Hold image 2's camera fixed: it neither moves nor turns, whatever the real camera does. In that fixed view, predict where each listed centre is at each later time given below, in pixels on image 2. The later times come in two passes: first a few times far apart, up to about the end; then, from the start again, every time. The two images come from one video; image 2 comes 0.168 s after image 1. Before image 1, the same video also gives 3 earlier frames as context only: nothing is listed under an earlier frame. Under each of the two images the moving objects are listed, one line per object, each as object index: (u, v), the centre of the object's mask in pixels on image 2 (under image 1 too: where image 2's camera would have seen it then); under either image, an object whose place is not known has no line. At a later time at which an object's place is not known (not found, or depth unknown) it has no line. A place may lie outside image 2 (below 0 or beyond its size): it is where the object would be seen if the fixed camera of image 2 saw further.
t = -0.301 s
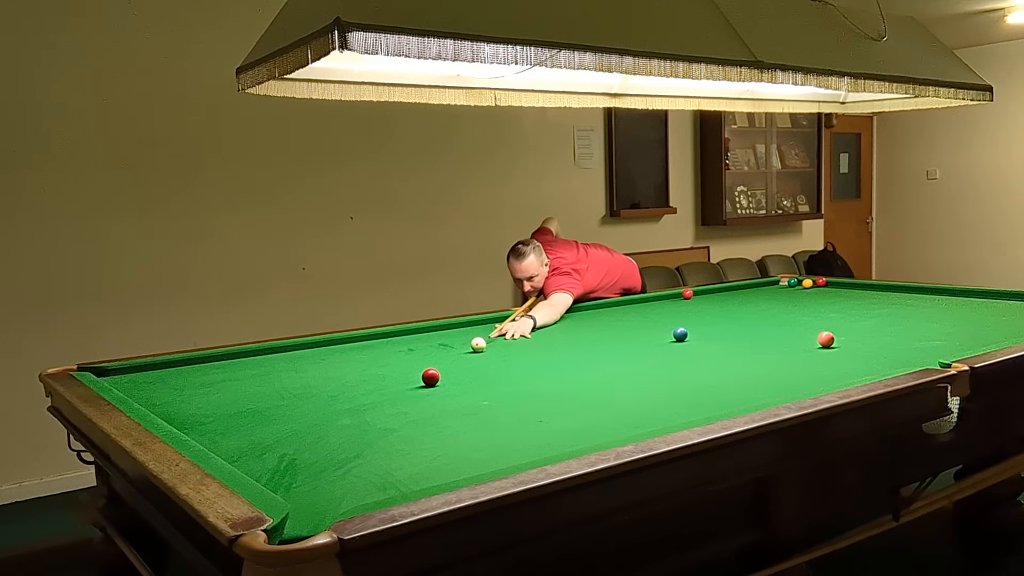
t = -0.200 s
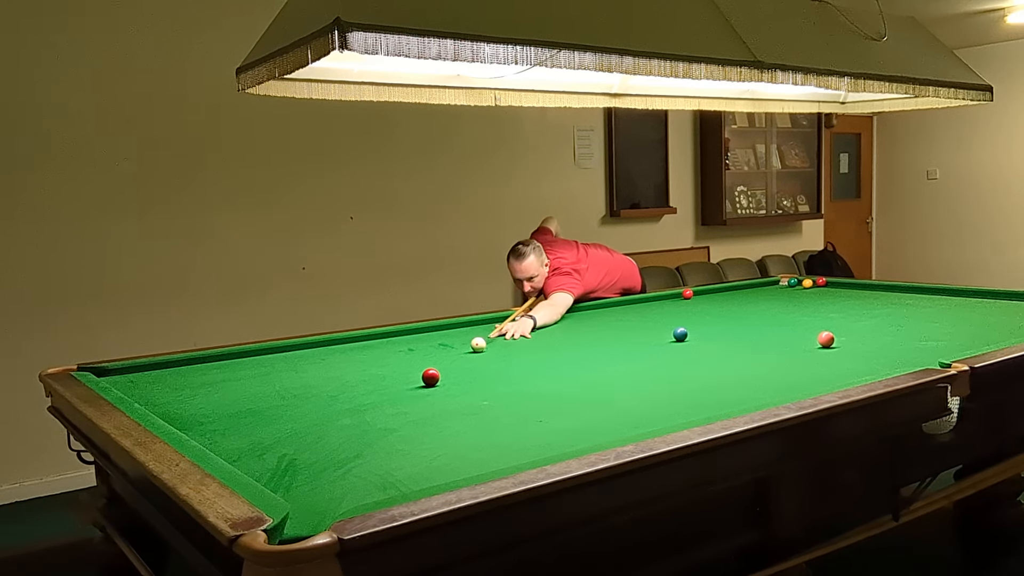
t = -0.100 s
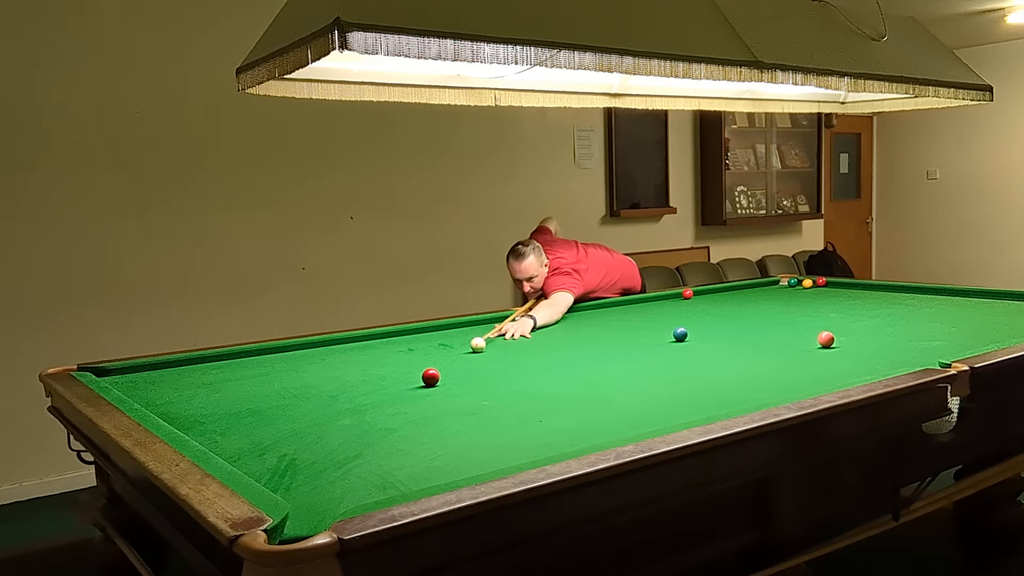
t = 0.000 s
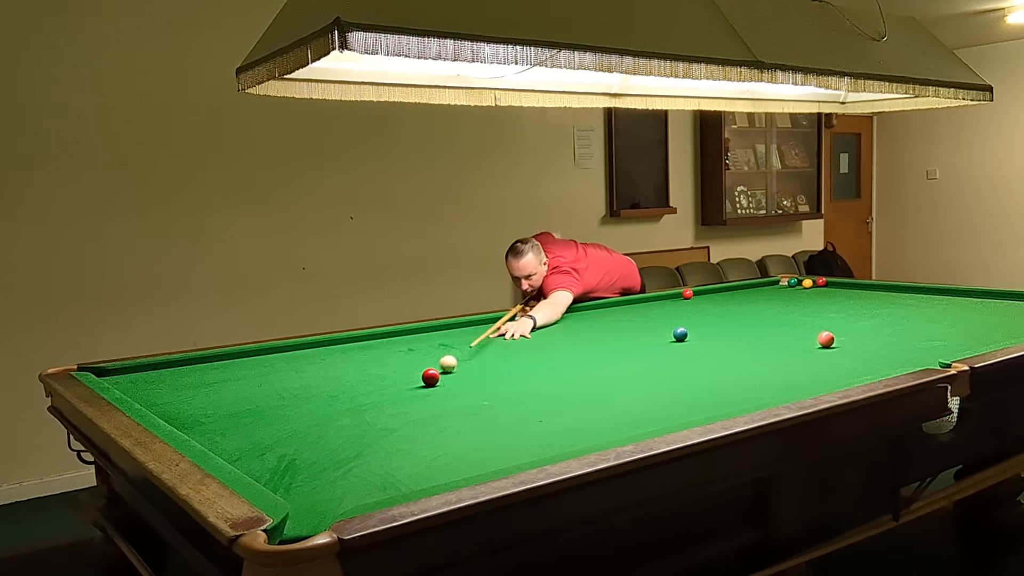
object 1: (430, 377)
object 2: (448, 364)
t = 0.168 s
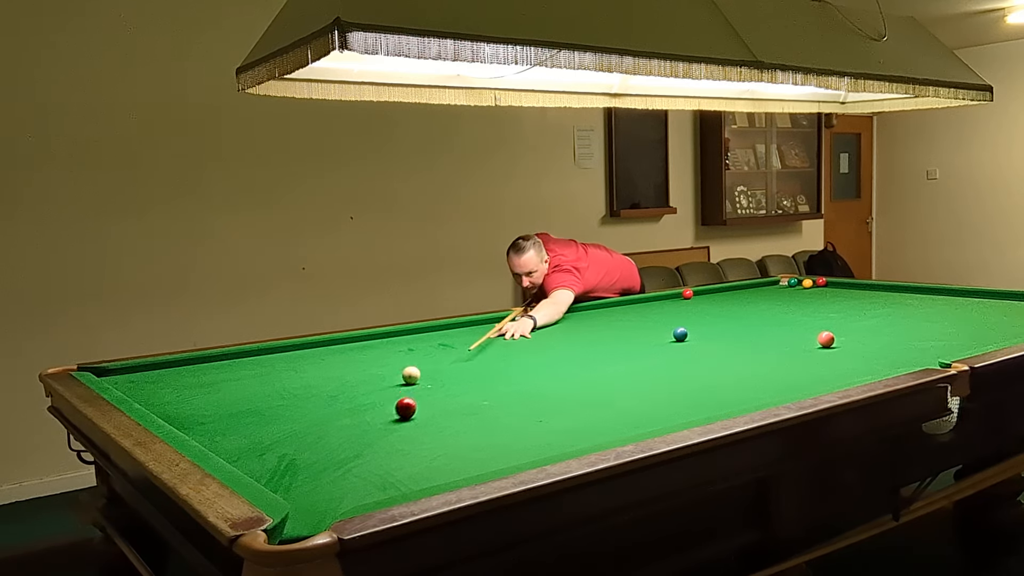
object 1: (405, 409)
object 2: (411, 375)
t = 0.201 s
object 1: (398, 418)
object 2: (405, 376)
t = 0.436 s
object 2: (355, 387)
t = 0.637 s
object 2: (308, 399)
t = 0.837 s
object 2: (256, 412)
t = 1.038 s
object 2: (201, 426)
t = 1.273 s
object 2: (225, 425)
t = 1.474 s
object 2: (263, 420)
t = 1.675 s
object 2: (300, 415)
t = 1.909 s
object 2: (338, 410)
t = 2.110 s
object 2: (367, 406)
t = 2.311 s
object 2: (394, 402)
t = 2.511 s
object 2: (419, 399)
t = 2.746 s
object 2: (445, 395)
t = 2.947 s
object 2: (465, 392)
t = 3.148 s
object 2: (483, 389)
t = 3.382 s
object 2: (502, 386)
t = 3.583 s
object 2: (516, 385)
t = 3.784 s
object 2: (529, 383)
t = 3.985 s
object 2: (540, 381)
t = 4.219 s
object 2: (552, 379)
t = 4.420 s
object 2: (560, 378)
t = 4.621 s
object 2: (567, 377)
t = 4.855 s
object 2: (573, 376)
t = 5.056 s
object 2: (577, 376)
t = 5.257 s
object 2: (580, 375)
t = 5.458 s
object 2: (582, 375)
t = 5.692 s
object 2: (583, 375)
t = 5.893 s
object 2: (583, 375)
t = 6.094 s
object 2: (583, 375)
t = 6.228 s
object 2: (583, 375)
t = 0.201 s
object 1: (398, 418)
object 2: (405, 376)
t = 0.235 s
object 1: (390, 428)
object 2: (398, 377)
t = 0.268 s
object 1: (382, 438)
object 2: (392, 379)
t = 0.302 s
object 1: (372, 450)
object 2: (385, 380)
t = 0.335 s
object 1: (363, 462)
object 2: (377, 382)
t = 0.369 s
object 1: (353, 475)
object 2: (370, 384)
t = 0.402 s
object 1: (342, 489)
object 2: (362, 385)
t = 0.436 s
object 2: (355, 387)
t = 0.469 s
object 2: (347, 389)
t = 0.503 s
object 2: (339, 391)
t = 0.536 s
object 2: (332, 393)
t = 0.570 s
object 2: (324, 395)
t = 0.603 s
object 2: (316, 397)
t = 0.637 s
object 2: (308, 399)
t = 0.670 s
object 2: (299, 401)
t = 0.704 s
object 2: (291, 403)
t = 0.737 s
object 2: (282, 405)
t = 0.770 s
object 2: (274, 408)
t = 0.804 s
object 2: (265, 410)
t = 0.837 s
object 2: (256, 412)
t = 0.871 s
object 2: (248, 414)
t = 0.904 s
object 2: (238, 416)
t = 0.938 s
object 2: (229, 419)
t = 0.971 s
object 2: (220, 421)
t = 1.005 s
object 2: (211, 423)
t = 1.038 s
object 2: (201, 426)
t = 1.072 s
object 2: (192, 428)
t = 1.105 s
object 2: (189, 428)
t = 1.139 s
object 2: (197, 428)
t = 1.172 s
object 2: (204, 427)
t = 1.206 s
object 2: (211, 427)
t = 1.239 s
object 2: (218, 426)
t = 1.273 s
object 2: (225, 425)
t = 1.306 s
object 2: (231, 424)
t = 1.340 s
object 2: (238, 423)
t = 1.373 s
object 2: (244, 422)
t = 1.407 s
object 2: (251, 421)
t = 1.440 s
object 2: (258, 420)
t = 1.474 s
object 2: (263, 420)
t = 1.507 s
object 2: (270, 419)
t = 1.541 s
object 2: (276, 418)
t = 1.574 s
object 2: (282, 417)
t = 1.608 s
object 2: (288, 416)
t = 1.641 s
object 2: (294, 416)
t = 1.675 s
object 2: (300, 415)
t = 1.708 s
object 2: (305, 414)
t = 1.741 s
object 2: (311, 413)
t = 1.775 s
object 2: (317, 413)
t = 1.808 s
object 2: (322, 412)
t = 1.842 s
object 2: (327, 411)
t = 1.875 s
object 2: (333, 410)
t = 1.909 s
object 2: (338, 410)
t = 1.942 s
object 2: (343, 409)
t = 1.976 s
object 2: (348, 409)
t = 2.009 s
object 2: (353, 408)
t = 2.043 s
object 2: (358, 407)
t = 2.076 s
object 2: (363, 406)
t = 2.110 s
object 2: (367, 406)
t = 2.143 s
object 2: (372, 405)
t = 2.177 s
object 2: (377, 404)
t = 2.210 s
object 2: (381, 404)
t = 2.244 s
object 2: (386, 403)
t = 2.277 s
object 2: (390, 402)
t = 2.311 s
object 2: (394, 402)
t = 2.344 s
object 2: (399, 402)
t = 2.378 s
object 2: (403, 401)
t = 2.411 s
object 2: (407, 400)
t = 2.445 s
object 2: (411, 400)
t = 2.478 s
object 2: (415, 399)
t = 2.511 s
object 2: (419, 399)
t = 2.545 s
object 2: (423, 398)
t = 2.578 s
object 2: (427, 397)
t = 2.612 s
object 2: (430, 397)
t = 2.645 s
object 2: (434, 396)
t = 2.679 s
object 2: (438, 396)
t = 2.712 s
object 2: (441, 395)
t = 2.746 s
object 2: (445, 395)
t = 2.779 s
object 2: (449, 394)
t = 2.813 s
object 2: (452, 394)
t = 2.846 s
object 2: (455, 394)
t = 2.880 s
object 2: (458, 393)
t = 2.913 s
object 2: (462, 393)
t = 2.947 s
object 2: (465, 392)
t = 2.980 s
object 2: (468, 392)
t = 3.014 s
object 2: (471, 391)
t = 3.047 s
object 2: (474, 391)
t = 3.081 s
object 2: (477, 390)
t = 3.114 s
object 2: (480, 390)
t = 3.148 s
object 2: (483, 389)
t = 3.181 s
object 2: (486, 389)
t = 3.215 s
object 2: (488, 389)
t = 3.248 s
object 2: (491, 388)
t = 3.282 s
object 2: (494, 388)
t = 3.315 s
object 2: (496, 387)
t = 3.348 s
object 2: (499, 387)
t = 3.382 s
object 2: (502, 386)
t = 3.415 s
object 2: (504, 386)
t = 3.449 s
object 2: (507, 386)
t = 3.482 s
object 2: (509, 385)
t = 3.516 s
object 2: (512, 385)
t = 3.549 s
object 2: (514, 385)
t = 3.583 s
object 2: (516, 385)
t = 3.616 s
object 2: (518, 384)
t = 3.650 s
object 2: (521, 384)
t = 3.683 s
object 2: (523, 384)
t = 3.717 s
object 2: (525, 383)
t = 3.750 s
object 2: (527, 383)
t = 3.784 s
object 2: (529, 383)
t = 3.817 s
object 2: (531, 383)
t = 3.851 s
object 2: (533, 382)
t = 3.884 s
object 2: (535, 382)
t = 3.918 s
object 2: (537, 382)
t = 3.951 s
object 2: (538, 381)
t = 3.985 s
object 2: (540, 381)
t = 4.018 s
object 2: (542, 381)
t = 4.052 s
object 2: (544, 381)
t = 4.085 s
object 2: (545, 380)
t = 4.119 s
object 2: (547, 380)
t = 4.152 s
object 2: (549, 380)
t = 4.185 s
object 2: (550, 380)
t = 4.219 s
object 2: (552, 379)
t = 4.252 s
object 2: (553, 379)
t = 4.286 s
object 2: (554, 379)
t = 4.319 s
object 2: (556, 379)
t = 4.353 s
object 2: (557, 379)
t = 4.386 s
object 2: (558, 379)
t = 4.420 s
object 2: (560, 378)
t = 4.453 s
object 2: (561, 378)
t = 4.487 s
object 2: (562, 378)
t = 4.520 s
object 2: (563, 378)
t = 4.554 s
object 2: (564, 378)
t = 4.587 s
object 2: (565, 378)
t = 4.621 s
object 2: (567, 377)
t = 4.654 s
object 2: (568, 377)
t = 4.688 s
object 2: (569, 377)
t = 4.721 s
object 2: (569, 377)
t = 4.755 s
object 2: (570, 377)
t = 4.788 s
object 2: (571, 377)
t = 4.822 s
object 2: (572, 377)
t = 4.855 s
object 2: (573, 376)
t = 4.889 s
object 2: (574, 376)
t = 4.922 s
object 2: (574, 376)
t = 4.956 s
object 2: (575, 376)
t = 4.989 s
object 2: (576, 376)
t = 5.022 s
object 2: (576, 376)
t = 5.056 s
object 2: (577, 376)
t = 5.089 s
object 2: (578, 376)
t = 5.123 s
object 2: (578, 376)
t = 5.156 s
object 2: (579, 375)
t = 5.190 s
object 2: (579, 375)
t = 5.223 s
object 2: (580, 375)
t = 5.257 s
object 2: (580, 375)
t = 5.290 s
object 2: (581, 375)
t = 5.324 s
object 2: (581, 375)
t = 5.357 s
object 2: (581, 375)
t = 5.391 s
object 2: (582, 375)
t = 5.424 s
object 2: (582, 375)
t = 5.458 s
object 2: (582, 375)
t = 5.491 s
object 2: (582, 375)
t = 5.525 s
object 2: (582, 375)
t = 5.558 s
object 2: (582, 375)
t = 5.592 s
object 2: (583, 375)
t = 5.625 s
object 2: (583, 375)
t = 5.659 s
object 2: (583, 375)
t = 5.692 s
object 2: (583, 375)
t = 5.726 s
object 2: (583, 375)
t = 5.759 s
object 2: (583, 375)
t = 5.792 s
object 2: (583, 375)
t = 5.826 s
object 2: (583, 375)
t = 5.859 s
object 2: (582, 375)
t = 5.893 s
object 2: (583, 375)
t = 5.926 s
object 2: (583, 375)
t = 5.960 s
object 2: (583, 375)
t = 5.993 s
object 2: (583, 375)
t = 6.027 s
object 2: (583, 375)
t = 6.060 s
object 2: (583, 375)
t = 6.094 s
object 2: (583, 375)
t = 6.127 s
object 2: (583, 375)
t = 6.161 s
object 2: (583, 375)
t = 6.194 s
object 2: (583, 375)
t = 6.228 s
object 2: (583, 375)
